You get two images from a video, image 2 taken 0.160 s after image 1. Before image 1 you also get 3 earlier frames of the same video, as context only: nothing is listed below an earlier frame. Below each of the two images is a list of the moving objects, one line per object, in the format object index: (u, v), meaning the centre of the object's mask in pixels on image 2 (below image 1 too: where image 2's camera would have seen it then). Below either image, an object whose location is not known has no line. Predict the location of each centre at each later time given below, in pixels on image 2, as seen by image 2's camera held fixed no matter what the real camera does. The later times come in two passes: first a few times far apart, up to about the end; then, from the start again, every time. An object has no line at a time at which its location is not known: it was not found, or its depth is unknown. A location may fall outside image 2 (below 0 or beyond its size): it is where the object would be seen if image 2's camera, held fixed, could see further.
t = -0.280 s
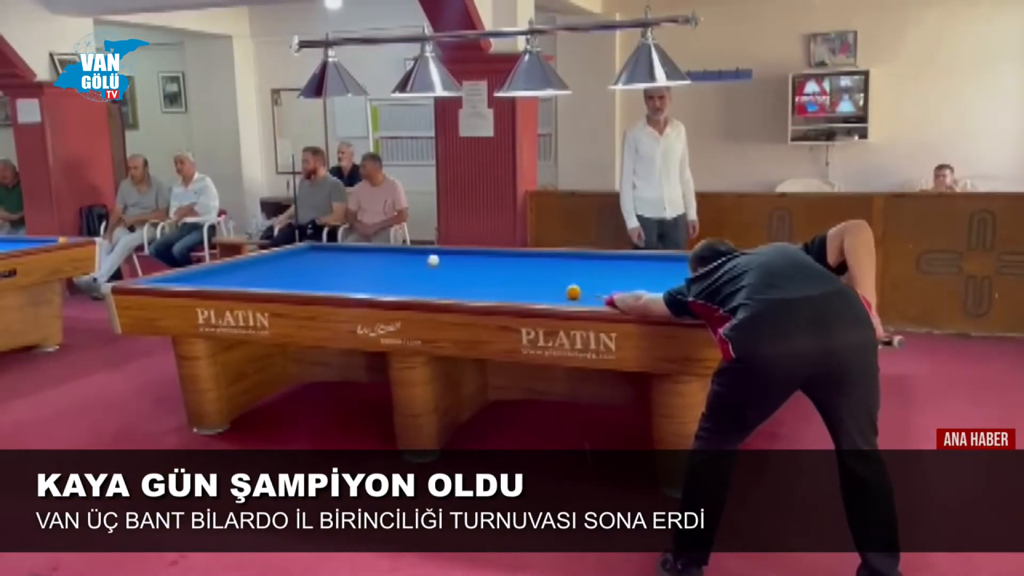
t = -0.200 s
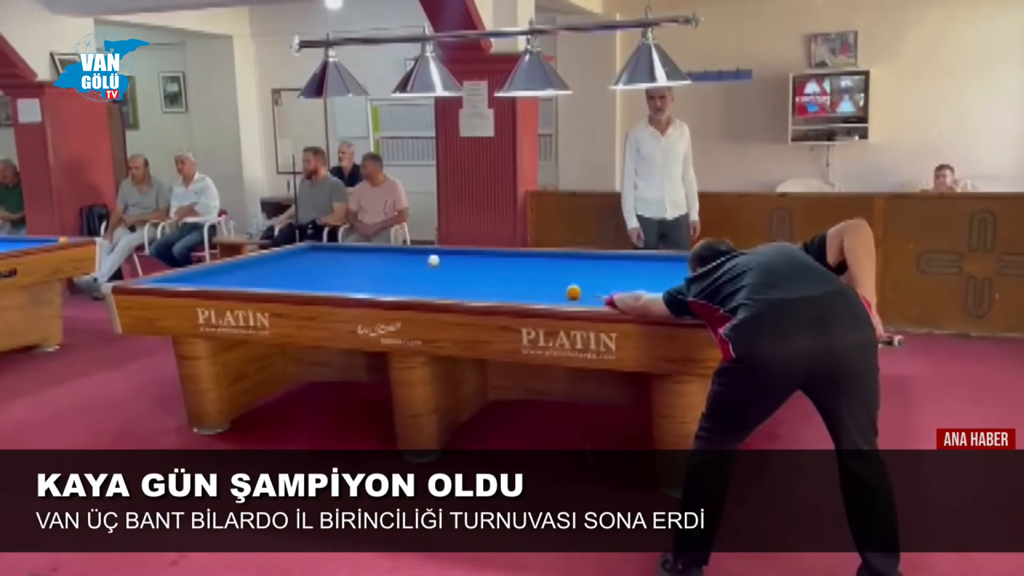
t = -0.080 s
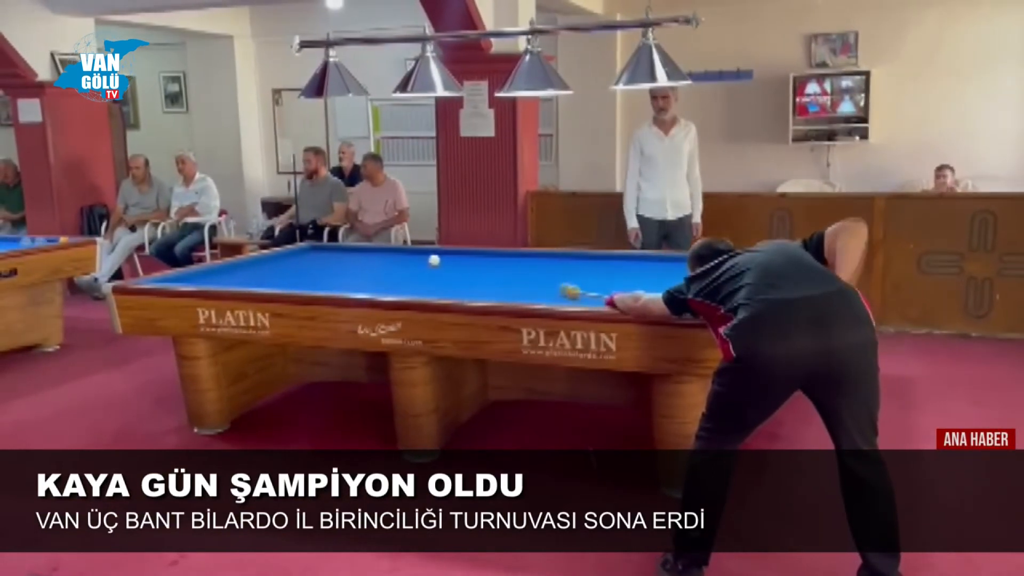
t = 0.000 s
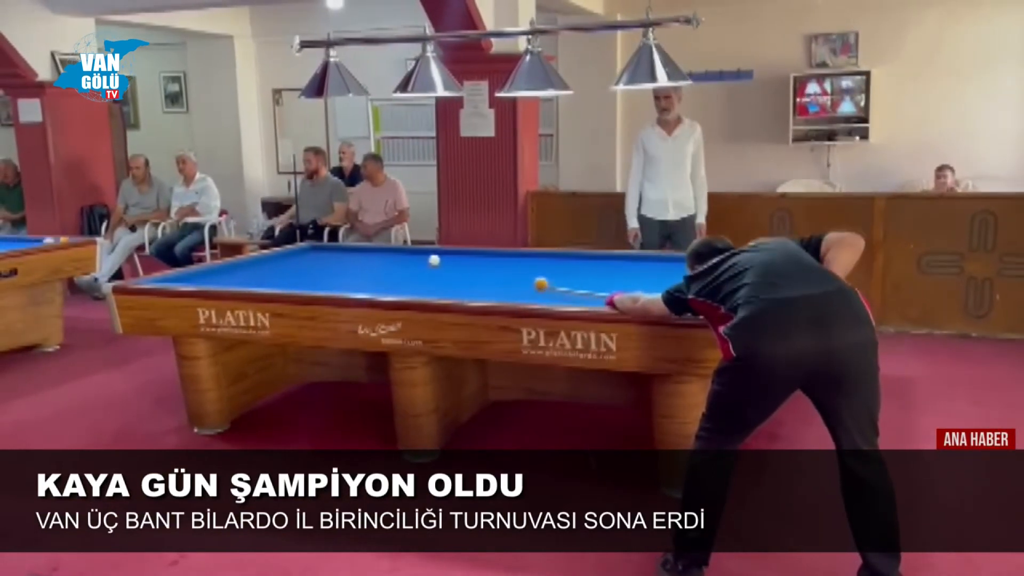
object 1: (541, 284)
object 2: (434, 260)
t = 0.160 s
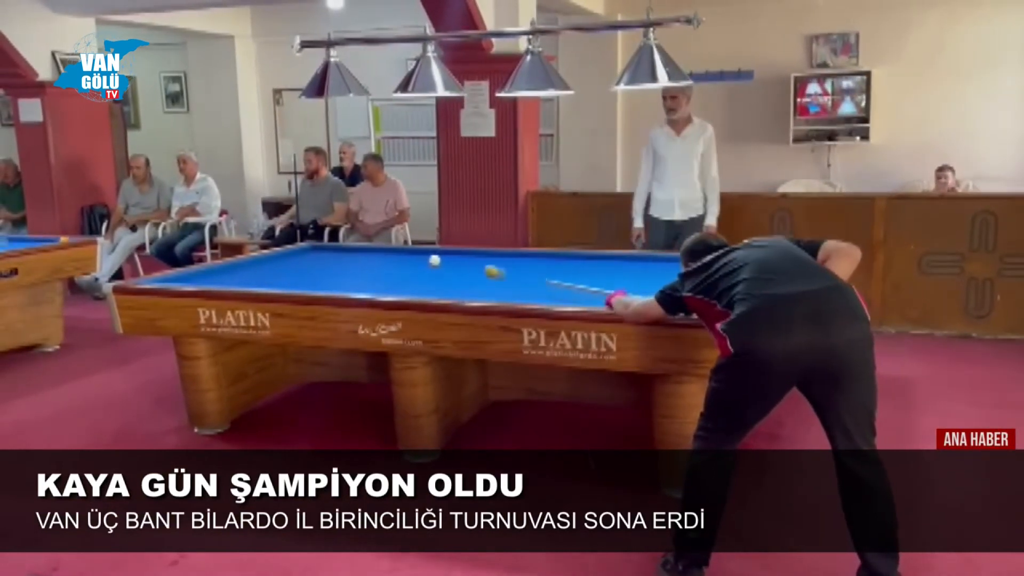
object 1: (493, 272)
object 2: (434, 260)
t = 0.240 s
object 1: (474, 268)
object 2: (434, 260)
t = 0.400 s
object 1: (446, 259)
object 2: (428, 260)
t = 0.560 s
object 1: (438, 252)
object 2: (403, 261)
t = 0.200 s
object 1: (483, 270)
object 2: (434, 260)
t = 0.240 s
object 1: (474, 268)
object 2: (434, 260)
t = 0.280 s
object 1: (465, 265)
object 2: (434, 260)
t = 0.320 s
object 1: (456, 263)
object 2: (434, 260)
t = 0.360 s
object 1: (448, 261)
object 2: (434, 260)
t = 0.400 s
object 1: (446, 259)
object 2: (428, 260)
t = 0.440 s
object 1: (446, 257)
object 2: (422, 260)
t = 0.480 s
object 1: (444, 255)
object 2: (415, 260)
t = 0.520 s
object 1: (443, 253)
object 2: (409, 260)
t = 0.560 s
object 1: (438, 252)
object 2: (403, 261)
